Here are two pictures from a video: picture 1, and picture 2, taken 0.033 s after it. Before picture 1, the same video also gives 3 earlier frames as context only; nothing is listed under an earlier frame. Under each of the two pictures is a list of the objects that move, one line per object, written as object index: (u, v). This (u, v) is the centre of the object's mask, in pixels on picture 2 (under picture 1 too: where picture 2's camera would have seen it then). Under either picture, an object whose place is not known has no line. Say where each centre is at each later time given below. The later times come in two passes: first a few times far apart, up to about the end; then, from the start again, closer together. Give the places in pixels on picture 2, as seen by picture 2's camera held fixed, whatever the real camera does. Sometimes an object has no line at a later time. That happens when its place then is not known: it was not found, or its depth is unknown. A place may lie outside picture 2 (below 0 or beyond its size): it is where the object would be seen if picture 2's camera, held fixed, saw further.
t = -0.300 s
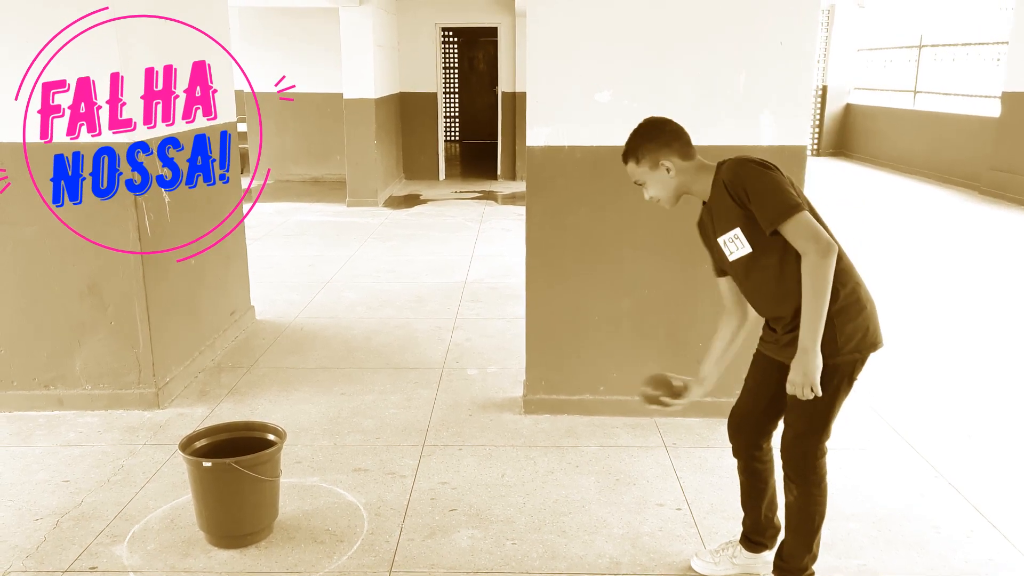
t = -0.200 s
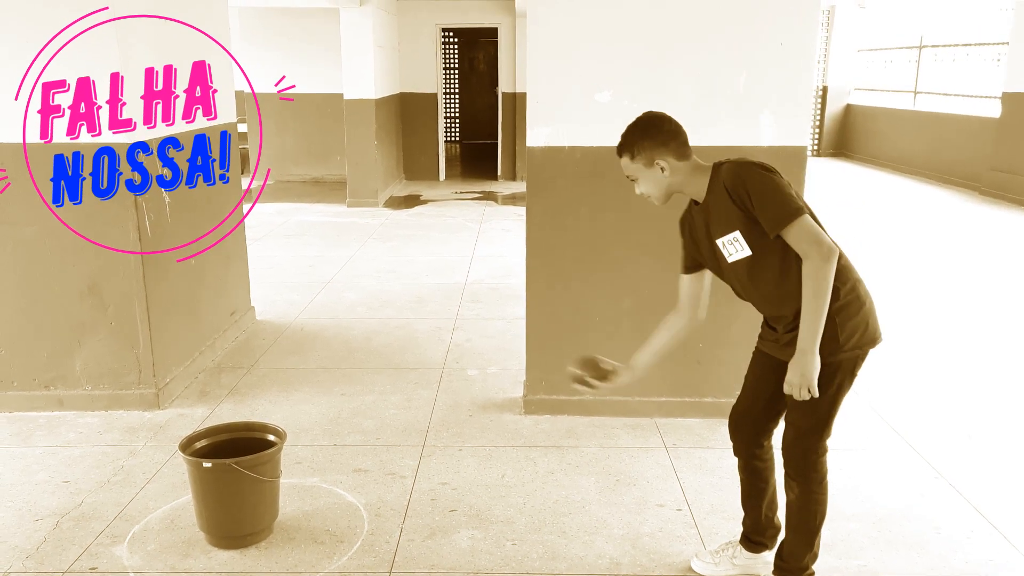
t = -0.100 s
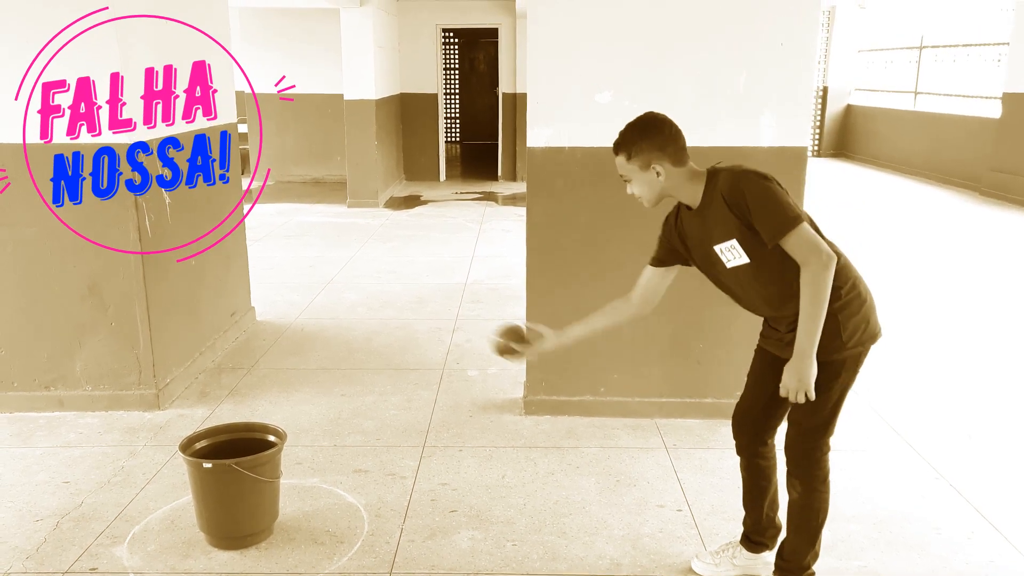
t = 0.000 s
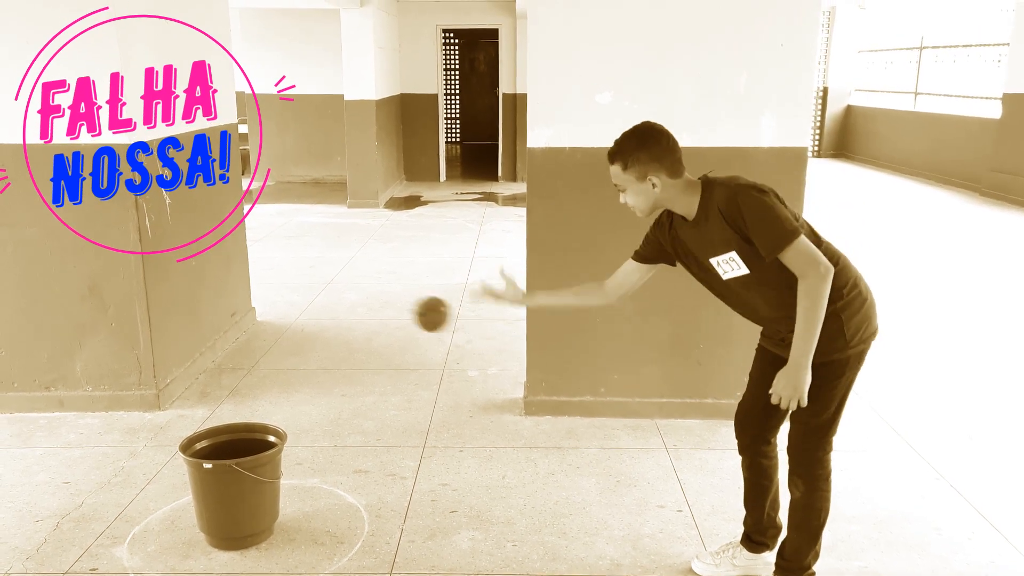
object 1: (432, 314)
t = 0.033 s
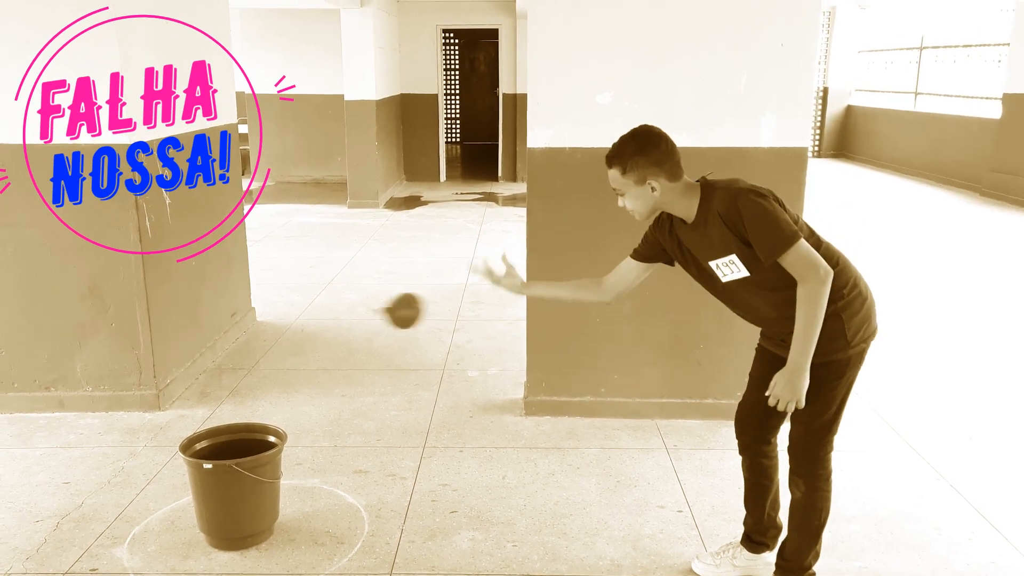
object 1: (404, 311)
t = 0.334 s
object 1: (172, 434)
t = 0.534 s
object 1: (39, 522)
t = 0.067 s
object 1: (377, 311)
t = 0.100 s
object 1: (350, 315)
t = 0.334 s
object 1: (172, 434)
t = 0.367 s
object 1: (149, 461)
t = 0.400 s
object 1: (126, 491)
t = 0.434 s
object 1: (105, 525)
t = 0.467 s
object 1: (81, 539)
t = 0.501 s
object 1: (59, 531)
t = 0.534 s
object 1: (39, 522)
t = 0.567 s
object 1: (20, 514)
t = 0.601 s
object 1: (8, 507)
